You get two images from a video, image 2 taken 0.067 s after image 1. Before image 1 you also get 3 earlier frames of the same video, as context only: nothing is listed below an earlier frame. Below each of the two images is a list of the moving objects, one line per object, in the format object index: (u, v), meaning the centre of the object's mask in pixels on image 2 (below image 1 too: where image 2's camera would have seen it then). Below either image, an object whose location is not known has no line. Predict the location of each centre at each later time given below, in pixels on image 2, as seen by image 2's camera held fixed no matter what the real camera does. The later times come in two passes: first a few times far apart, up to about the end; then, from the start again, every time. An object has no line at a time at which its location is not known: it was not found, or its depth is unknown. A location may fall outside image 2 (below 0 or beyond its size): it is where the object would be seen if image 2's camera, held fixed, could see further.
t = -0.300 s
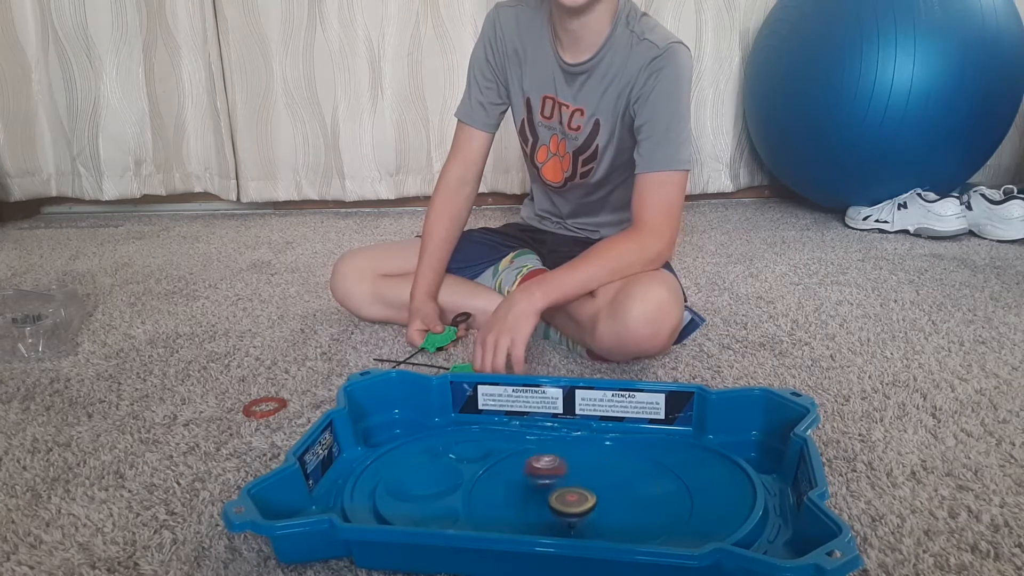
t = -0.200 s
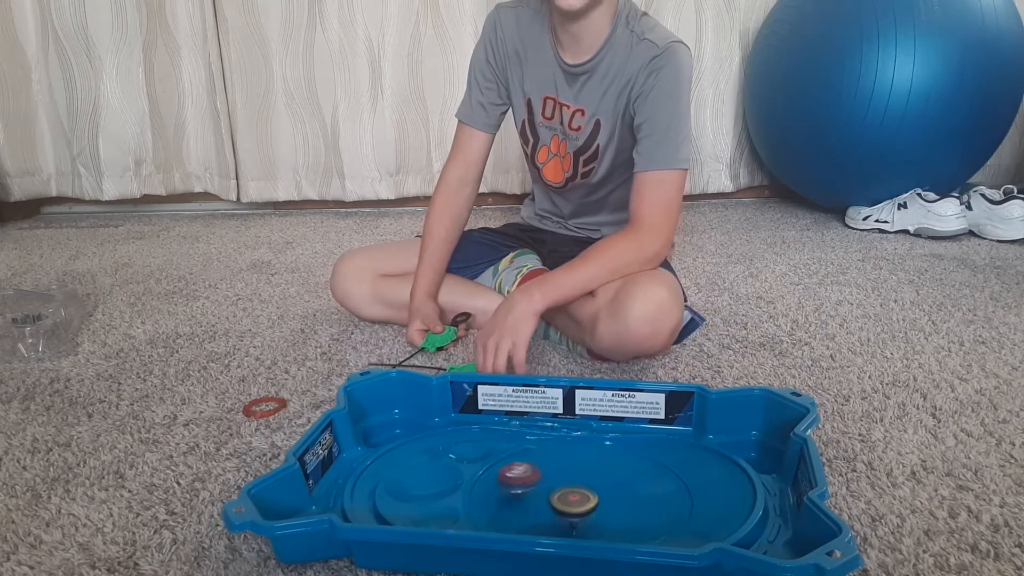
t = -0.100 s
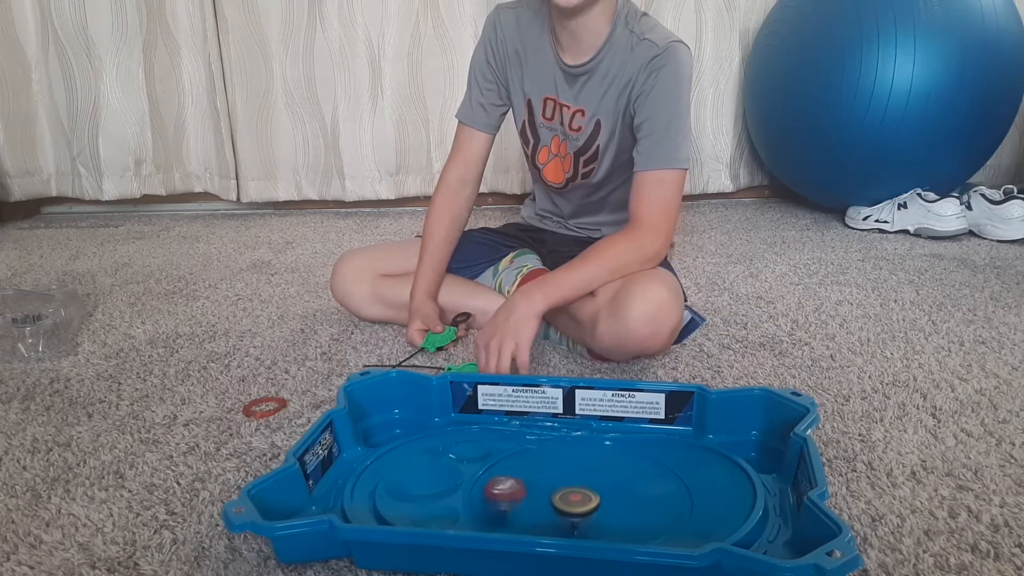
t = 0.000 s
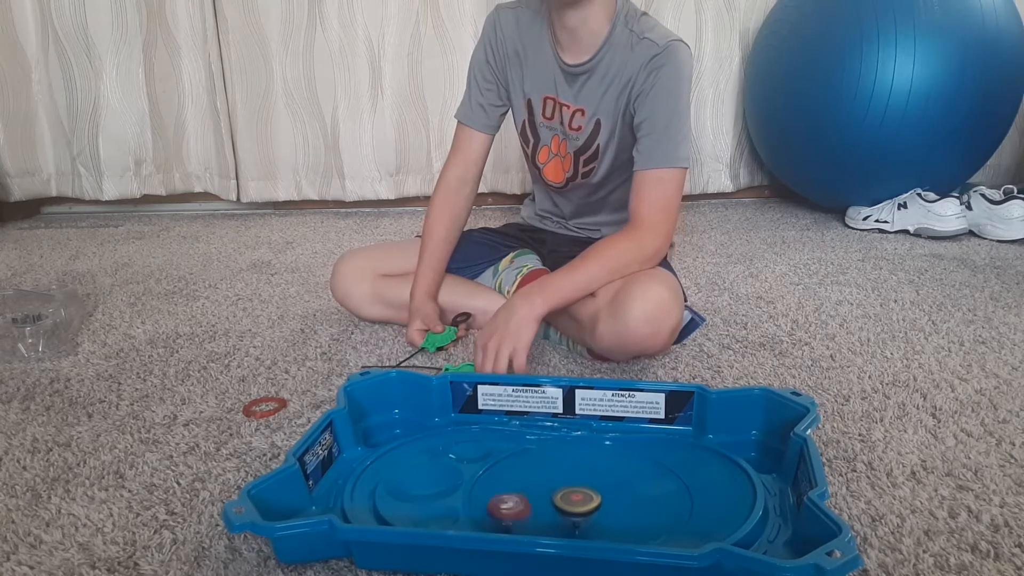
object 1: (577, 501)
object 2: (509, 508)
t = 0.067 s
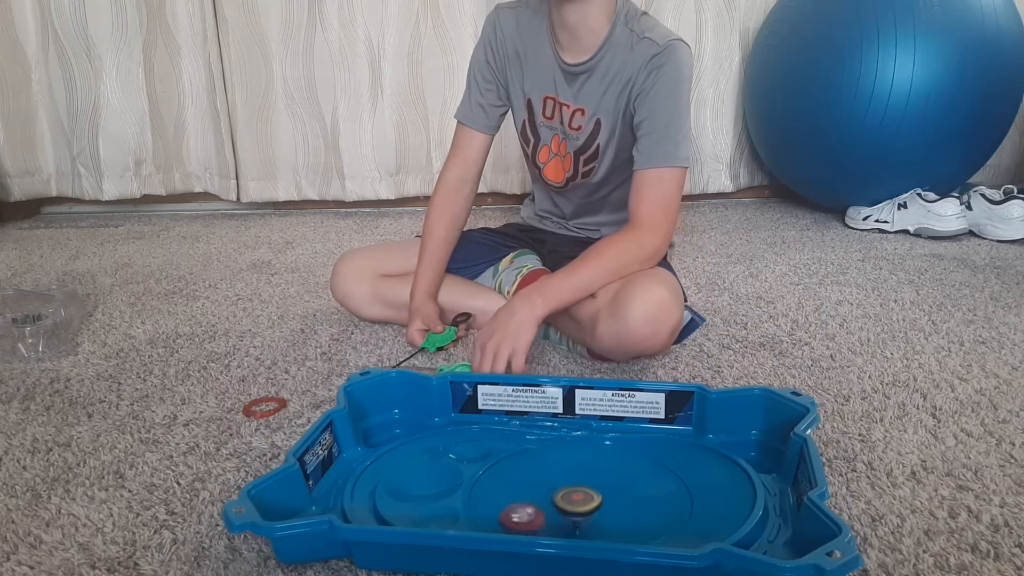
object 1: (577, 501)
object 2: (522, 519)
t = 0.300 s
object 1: (578, 499)
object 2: (604, 527)
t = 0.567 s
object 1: (577, 497)
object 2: (642, 489)
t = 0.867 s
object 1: (572, 497)
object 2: (567, 469)
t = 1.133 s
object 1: (571, 498)
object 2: (509, 498)
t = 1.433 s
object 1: (568, 498)
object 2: (565, 527)
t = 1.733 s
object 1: (568, 499)
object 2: (633, 503)
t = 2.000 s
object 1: (569, 499)
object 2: (594, 470)
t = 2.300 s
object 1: (572, 499)
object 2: (523, 487)
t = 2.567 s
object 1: (573, 499)
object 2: (543, 523)
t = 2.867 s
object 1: (573, 500)
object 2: (624, 521)
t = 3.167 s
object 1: (573, 499)
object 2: (604, 479)
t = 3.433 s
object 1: (573, 499)
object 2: (537, 477)
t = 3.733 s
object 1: (573, 497)
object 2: (530, 516)
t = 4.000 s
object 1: (572, 497)
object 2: (601, 524)
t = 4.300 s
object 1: (572, 498)
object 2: (625, 490)
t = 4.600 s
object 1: (571, 500)
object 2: (554, 475)
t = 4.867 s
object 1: (569, 503)
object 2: (517, 494)
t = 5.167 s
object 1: (604, 510)
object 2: (524, 515)
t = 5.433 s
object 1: (664, 505)
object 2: (515, 503)
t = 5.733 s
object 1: (609, 514)
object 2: (588, 495)
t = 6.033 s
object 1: (548, 528)
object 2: (567, 470)
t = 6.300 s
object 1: (521, 505)
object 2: (581, 486)
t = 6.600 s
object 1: (556, 486)
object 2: (602, 490)
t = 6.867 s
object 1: (559, 491)
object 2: (607, 508)
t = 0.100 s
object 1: (578, 500)
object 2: (531, 522)
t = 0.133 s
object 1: (578, 500)
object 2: (543, 525)
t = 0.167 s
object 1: (577, 500)
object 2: (555, 527)
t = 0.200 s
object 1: (578, 500)
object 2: (566, 528)
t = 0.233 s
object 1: (578, 499)
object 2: (580, 528)
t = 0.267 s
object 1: (578, 499)
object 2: (594, 528)
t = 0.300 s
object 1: (578, 499)
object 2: (604, 527)
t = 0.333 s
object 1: (578, 499)
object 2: (616, 524)
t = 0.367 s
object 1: (578, 499)
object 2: (625, 519)
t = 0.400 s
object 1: (578, 498)
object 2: (632, 515)
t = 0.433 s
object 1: (578, 498)
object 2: (638, 511)
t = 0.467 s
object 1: (578, 498)
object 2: (642, 508)
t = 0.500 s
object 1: (578, 498)
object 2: (644, 501)
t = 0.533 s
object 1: (578, 498)
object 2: (643, 496)
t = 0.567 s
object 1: (577, 497)
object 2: (642, 489)
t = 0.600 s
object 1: (577, 497)
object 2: (638, 485)
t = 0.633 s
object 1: (576, 497)
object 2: (632, 480)
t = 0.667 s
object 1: (575, 497)
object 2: (625, 477)
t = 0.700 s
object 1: (574, 497)
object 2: (617, 474)
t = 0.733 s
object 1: (574, 497)
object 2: (607, 471)
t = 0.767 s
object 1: (573, 497)
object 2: (598, 469)
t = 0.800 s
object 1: (572, 497)
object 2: (587, 468)
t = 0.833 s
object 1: (572, 497)
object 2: (577, 467)
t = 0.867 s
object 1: (572, 497)
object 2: (567, 469)
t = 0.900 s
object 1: (571, 497)
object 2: (556, 470)
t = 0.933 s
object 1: (571, 497)
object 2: (547, 472)
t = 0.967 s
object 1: (571, 497)
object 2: (538, 476)
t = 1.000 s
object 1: (571, 497)
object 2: (530, 479)
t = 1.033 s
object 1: (571, 497)
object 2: (522, 483)
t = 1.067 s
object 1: (571, 498)
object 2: (517, 487)
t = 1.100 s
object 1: (571, 498)
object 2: (513, 491)
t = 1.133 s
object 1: (571, 498)
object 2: (509, 498)
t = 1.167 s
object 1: (570, 498)
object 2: (509, 502)
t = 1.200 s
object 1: (570, 498)
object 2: (510, 507)
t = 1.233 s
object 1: (570, 498)
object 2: (513, 513)
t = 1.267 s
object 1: (570, 498)
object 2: (518, 515)
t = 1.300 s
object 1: (569, 498)
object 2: (525, 521)
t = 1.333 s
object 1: (569, 498)
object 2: (533, 524)
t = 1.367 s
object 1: (569, 498)
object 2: (544, 525)
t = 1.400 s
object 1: (569, 498)
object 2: (555, 527)
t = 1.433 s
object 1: (568, 498)
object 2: (565, 527)
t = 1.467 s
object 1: (568, 498)
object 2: (578, 528)
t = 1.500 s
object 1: (568, 499)
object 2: (588, 528)
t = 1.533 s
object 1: (568, 499)
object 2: (599, 527)
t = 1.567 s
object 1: (568, 499)
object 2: (610, 525)
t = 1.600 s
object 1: (568, 499)
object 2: (617, 522)
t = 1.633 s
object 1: (568, 499)
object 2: (624, 517)
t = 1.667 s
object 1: (568, 499)
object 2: (628, 513)
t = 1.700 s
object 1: (568, 499)
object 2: (632, 507)
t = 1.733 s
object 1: (568, 499)
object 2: (633, 503)
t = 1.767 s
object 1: (568, 499)
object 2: (633, 497)
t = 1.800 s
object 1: (568, 499)
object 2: (632, 490)
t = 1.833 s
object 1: (568, 499)
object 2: (628, 487)
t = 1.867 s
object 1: (568, 499)
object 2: (624, 482)
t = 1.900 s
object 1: (568, 499)
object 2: (618, 478)
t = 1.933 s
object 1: (569, 499)
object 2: (611, 474)
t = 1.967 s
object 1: (569, 499)
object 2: (602, 472)
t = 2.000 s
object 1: (569, 499)
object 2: (594, 470)
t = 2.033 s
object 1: (569, 499)
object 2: (585, 468)
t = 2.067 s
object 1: (570, 499)
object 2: (575, 468)
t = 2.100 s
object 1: (570, 499)
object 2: (567, 468)
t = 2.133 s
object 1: (571, 499)
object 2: (558, 469)
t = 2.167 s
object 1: (571, 499)
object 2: (549, 470)
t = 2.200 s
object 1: (571, 499)
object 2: (540, 474)
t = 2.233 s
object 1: (572, 499)
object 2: (533, 478)
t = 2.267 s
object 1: (572, 499)
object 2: (528, 482)
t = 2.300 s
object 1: (572, 499)
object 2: (523, 487)
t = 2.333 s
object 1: (572, 499)
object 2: (520, 491)
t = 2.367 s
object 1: (572, 499)
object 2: (518, 497)
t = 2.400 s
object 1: (572, 499)
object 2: (518, 502)
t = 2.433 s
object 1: (573, 499)
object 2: (520, 507)
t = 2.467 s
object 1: (573, 499)
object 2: (524, 511)
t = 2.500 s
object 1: (573, 499)
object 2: (528, 517)
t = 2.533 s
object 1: (573, 499)
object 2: (536, 521)
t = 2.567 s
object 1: (573, 499)
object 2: (543, 523)
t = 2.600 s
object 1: (573, 499)
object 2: (553, 525)
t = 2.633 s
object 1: (573, 499)
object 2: (562, 526)
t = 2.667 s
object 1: (573, 499)
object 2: (572, 527)
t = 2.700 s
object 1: (573, 499)
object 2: (581, 527)
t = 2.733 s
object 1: (573, 499)
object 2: (592, 528)
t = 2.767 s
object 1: (573, 499)
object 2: (601, 527)
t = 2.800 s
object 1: (573, 499)
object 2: (611, 525)
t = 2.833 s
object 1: (573, 500)
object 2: (618, 523)
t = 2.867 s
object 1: (573, 500)
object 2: (624, 521)
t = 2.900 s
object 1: (573, 500)
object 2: (629, 511)
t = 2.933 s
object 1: (573, 500)
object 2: (630, 508)
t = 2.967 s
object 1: (573, 500)
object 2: (631, 502)
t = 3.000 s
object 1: (573, 500)
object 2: (629, 499)
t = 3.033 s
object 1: (573, 500)
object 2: (627, 493)
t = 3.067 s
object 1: (573, 500)
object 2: (623, 490)
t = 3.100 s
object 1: (573, 500)
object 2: (617, 485)
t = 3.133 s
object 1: (573, 500)
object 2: (611, 482)
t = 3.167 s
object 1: (573, 499)
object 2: (604, 479)
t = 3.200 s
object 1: (573, 500)
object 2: (597, 476)
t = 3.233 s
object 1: (573, 500)
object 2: (588, 474)
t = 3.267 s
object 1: (573, 499)
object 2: (579, 471)
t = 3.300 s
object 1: (573, 499)
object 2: (570, 471)
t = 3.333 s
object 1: (573, 499)
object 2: (560, 472)
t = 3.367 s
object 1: (573, 499)
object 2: (552, 473)
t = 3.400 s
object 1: (572, 498)
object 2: (544, 474)
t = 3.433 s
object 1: (573, 499)
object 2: (537, 477)
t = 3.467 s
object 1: (572, 498)
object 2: (530, 479)
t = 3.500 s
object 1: (572, 498)
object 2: (525, 481)
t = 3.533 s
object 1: (572, 498)
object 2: (520, 485)
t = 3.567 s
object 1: (572, 498)
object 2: (518, 492)
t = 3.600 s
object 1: (573, 498)
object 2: (517, 496)
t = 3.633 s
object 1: (573, 498)
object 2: (518, 502)
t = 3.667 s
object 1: (573, 498)
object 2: (520, 506)
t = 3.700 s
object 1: (573, 497)
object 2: (524, 510)
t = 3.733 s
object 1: (573, 497)
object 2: (530, 516)
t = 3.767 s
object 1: (573, 497)
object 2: (538, 519)
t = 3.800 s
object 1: (573, 497)
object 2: (546, 522)
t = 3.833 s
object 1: (573, 497)
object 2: (555, 523)
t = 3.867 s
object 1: (573, 496)
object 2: (564, 524)
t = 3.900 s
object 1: (573, 496)
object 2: (575, 525)
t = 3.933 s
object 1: (573, 496)
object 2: (583, 525)
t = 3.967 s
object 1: (572, 497)
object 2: (594, 525)
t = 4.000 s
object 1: (572, 497)
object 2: (601, 524)
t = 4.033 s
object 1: (572, 497)
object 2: (611, 522)
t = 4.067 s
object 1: (572, 497)
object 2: (618, 521)
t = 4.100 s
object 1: (572, 497)
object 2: (625, 515)
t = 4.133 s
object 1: (572, 497)
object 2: (629, 511)
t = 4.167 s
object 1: (572, 497)
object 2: (632, 506)
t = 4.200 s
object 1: (572, 498)
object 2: (632, 502)
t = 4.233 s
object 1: (572, 498)
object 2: (632, 498)
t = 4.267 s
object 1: (572, 498)
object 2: (628, 494)
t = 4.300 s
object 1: (572, 498)
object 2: (625, 490)
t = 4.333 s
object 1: (572, 498)
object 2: (619, 487)
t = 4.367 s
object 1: (573, 498)
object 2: (613, 483)
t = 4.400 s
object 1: (572, 498)
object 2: (606, 481)
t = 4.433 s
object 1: (572, 499)
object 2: (598, 478)
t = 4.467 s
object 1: (572, 499)
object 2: (589, 476)
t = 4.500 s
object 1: (572, 499)
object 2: (580, 475)
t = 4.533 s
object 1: (572, 499)
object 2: (571, 474)
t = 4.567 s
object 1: (572, 499)
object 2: (563, 474)
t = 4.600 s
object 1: (571, 500)
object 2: (554, 475)
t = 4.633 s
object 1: (570, 500)
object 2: (548, 477)
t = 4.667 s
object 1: (570, 500)
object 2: (541, 478)
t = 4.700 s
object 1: (570, 501)
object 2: (535, 480)
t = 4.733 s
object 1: (570, 501)
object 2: (529, 482)
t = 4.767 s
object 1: (570, 502)
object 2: (524, 484)
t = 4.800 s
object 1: (570, 502)
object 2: (520, 486)
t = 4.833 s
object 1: (569, 503)
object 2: (517, 490)
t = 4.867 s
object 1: (569, 503)
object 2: (517, 494)
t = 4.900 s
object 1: (569, 503)
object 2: (517, 497)
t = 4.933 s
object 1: (569, 504)
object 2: (519, 500)
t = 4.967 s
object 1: (576, 505)
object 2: (518, 504)
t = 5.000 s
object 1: (581, 506)
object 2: (519, 506)
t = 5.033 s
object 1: (583, 507)
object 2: (520, 508)
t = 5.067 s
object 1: (584, 508)
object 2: (524, 510)
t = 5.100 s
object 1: (584, 508)
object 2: (527, 512)
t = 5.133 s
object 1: (587, 508)
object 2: (533, 514)
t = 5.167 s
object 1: (604, 510)
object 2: (524, 515)
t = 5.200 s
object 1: (622, 511)
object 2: (515, 512)
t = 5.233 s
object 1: (637, 511)
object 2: (508, 508)
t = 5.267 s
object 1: (651, 510)
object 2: (503, 506)
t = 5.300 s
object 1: (663, 509)
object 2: (503, 505)
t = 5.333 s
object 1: (670, 509)
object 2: (505, 504)
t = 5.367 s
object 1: (670, 508)
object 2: (508, 503)
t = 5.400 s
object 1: (668, 507)
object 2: (511, 501)
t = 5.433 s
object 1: (664, 505)
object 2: (515, 503)
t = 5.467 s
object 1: (659, 504)
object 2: (517, 503)
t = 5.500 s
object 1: (654, 503)
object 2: (522, 503)
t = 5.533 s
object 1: (649, 503)
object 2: (528, 504)
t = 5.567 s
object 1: (644, 504)
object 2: (535, 505)
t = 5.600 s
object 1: (638, 505)
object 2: (545, 507)
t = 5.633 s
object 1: (632, 506)
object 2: (555, 508)
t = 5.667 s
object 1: (624, 508)
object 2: (567, 508)
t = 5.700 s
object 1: (617, 507)
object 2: (578, 506)
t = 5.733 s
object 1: (609, 514)
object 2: (588, 495)
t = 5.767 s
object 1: (603, 519)
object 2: (596, 489)
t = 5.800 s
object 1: (597, 524)
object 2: (597, 481)
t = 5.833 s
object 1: (591, 526)
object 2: (596, 475)
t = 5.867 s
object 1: (586, 527)
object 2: (593, 470)
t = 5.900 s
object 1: (580, 529)
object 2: (588, 466)
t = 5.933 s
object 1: (572, 530)
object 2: (582, 465)
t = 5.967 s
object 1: (565, 530)
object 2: (577, 465)
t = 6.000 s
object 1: (556, 529)
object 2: (572, 467)
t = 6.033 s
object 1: (548, 528)
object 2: (567, 470)
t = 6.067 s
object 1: (541, 527)
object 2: (565, 473)
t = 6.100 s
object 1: (535, 525)
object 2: (565, 477)
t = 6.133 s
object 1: (530, 522)
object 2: (567, 483)
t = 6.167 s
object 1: (526, 519)
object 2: (571, 486)
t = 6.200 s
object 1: (523, 516)
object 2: (575, 487)
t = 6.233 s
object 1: (521, 513)
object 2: (577, 487)
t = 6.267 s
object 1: (520, 509)
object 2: (579, 486)
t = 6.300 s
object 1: (521, 505)
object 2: (581, 486)
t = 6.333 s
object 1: (523, 502)
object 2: (584, 486)
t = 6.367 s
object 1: (526, 499)
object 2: (586, 486)
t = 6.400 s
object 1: (530, 496)
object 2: (588, 485)
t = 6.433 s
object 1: (535, 494)
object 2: (588, 485)
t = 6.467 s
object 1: (541, 493)
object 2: (589, 484)
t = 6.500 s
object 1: (548, 491)
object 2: (589, 485)
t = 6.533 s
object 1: (552, 489)
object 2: (591, 485)
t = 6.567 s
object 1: (554, 487)
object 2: (594, 487)
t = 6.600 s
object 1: (556, 486)
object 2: (602, 490)
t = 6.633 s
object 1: (554, 485)
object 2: (611, 491)
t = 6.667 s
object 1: (556, 485)
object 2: (619, 493)
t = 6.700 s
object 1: (558, 484)
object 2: (624, 496)
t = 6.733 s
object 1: (560, 486)
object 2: (626, 498)
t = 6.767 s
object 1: (561, 487)
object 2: (625, 500)
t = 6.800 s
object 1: (560, 490)
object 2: (621, 505)
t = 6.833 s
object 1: (558, 492)
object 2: (615, 507)
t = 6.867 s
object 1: (559, 491)
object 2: (607, 508)
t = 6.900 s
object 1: (561, 492)
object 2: (600, 508)
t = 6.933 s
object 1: (559, 490)
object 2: (598, 508)
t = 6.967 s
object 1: (558, 490)
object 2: (596, 507)
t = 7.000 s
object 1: (557, 490)
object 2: (596, 507)
